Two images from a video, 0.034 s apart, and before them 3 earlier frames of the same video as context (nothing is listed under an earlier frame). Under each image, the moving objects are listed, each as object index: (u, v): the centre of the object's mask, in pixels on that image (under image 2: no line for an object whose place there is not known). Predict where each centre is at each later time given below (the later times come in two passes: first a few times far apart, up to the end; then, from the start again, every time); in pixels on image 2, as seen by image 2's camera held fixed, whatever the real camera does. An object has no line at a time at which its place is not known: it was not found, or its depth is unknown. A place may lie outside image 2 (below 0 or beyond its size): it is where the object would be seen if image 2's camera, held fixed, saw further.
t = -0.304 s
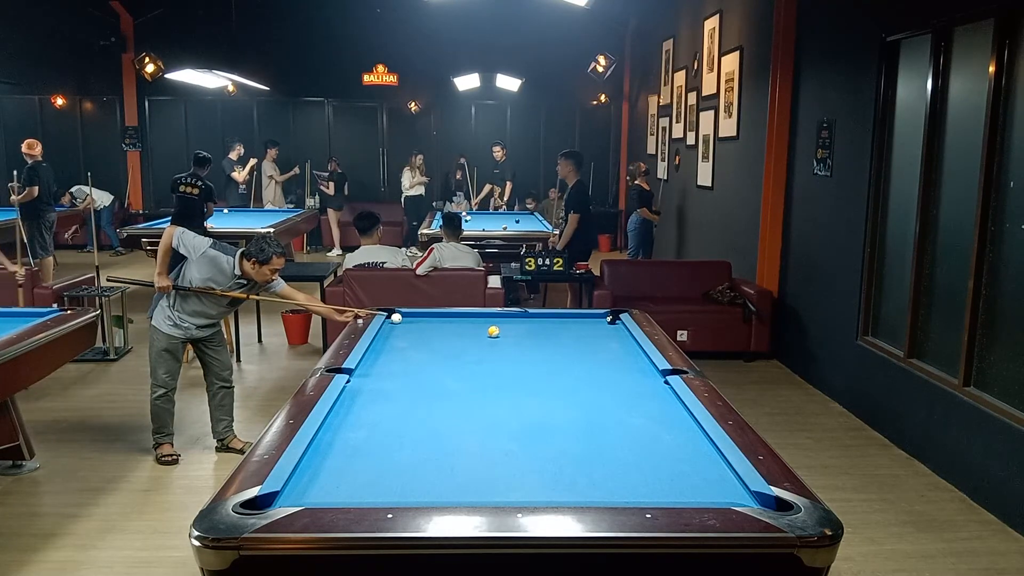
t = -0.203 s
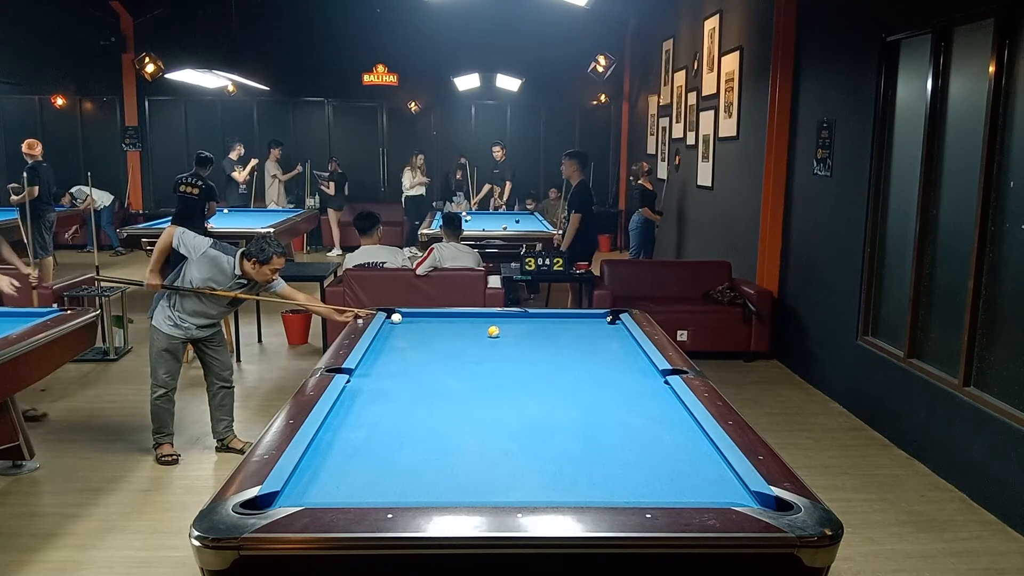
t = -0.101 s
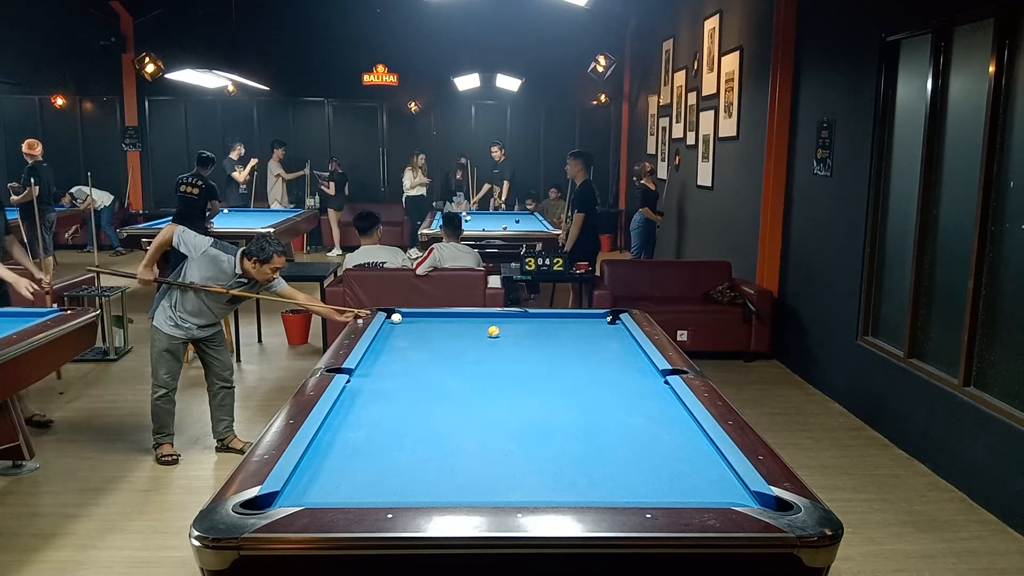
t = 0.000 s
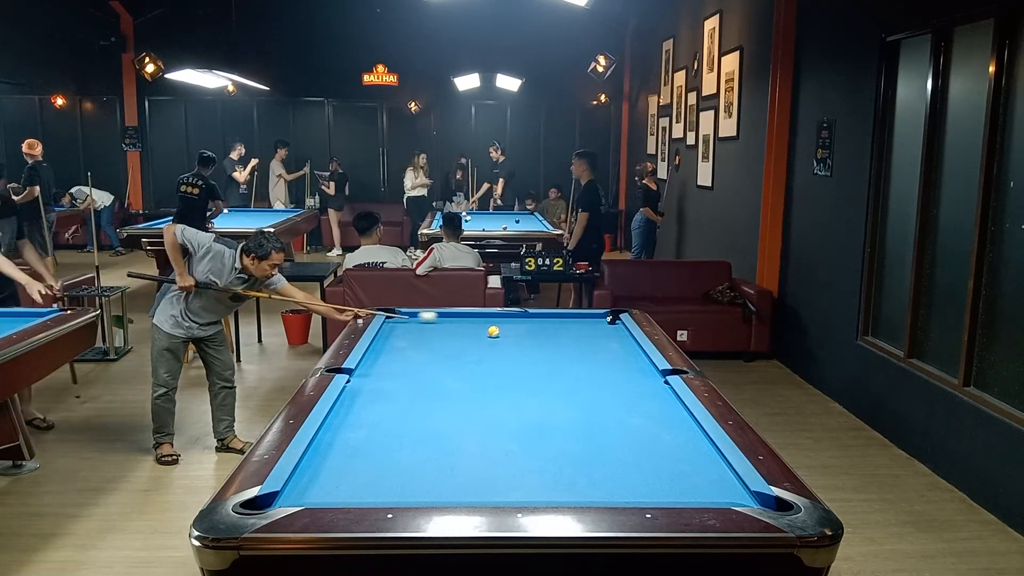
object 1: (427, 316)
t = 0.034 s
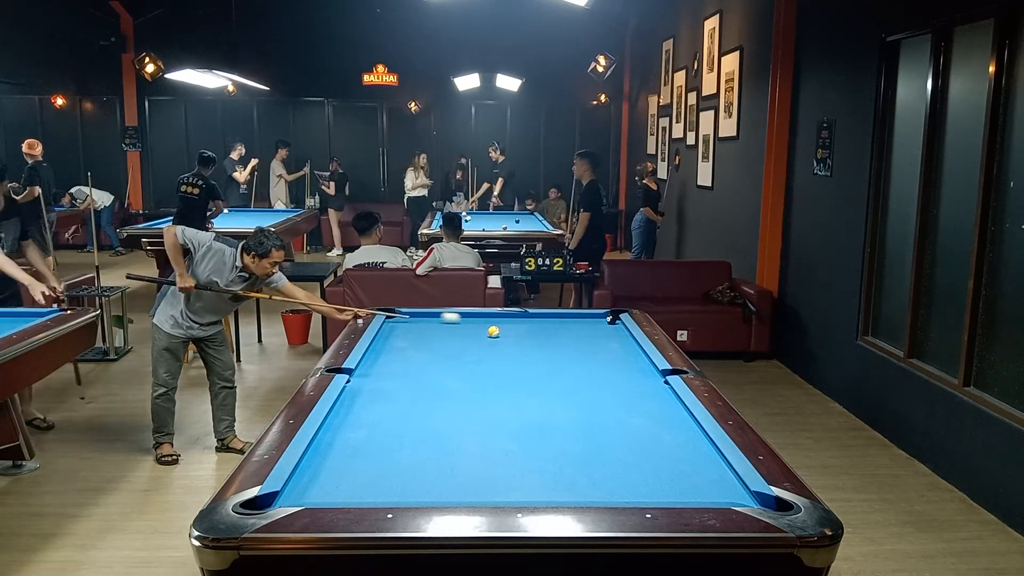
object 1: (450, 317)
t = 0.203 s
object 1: (560, 319)
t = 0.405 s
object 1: (570, 322)
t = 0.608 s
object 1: (528, 325)
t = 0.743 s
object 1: (512, 328)
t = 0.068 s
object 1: (473, 318)
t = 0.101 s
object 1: (494, 318)
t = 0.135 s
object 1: (517, 318)
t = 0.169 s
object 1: (538, 318)
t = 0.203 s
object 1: (560, 319)
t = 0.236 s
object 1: (581, 319)
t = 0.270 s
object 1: (600, 319)
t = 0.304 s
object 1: (599, 319)
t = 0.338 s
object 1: (588, 320)
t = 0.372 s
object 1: (579, 321)
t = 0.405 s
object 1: (570, 322)
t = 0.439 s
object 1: (561, 322)
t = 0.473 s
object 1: (554, 323)
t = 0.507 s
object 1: (547, 324)
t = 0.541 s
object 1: (540, 324)
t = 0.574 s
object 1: (534, 325)
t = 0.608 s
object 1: (528, 325)
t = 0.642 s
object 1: (523, 326)
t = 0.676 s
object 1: (519, 327)
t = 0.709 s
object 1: (515, 327)
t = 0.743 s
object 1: (512, 328)
